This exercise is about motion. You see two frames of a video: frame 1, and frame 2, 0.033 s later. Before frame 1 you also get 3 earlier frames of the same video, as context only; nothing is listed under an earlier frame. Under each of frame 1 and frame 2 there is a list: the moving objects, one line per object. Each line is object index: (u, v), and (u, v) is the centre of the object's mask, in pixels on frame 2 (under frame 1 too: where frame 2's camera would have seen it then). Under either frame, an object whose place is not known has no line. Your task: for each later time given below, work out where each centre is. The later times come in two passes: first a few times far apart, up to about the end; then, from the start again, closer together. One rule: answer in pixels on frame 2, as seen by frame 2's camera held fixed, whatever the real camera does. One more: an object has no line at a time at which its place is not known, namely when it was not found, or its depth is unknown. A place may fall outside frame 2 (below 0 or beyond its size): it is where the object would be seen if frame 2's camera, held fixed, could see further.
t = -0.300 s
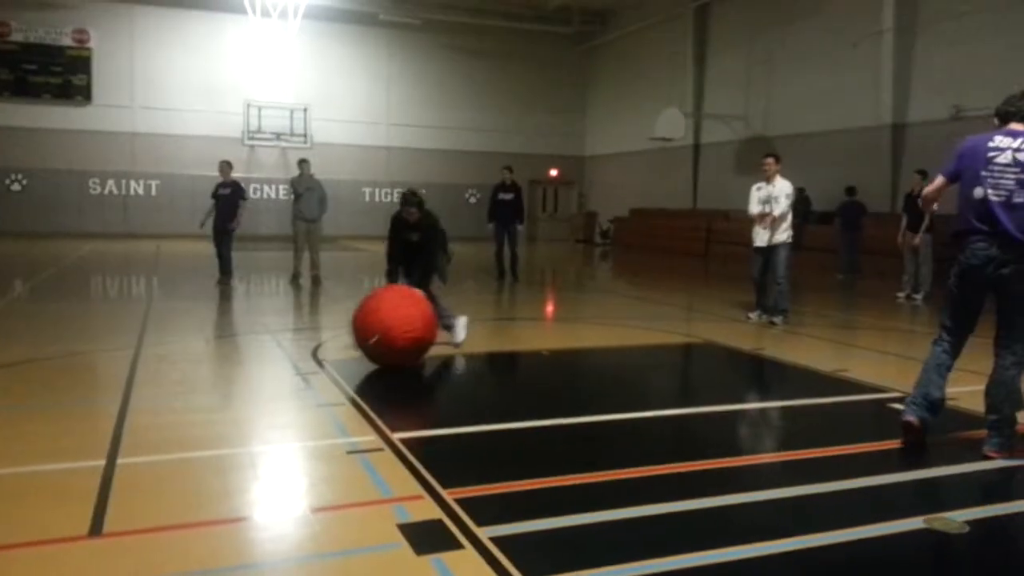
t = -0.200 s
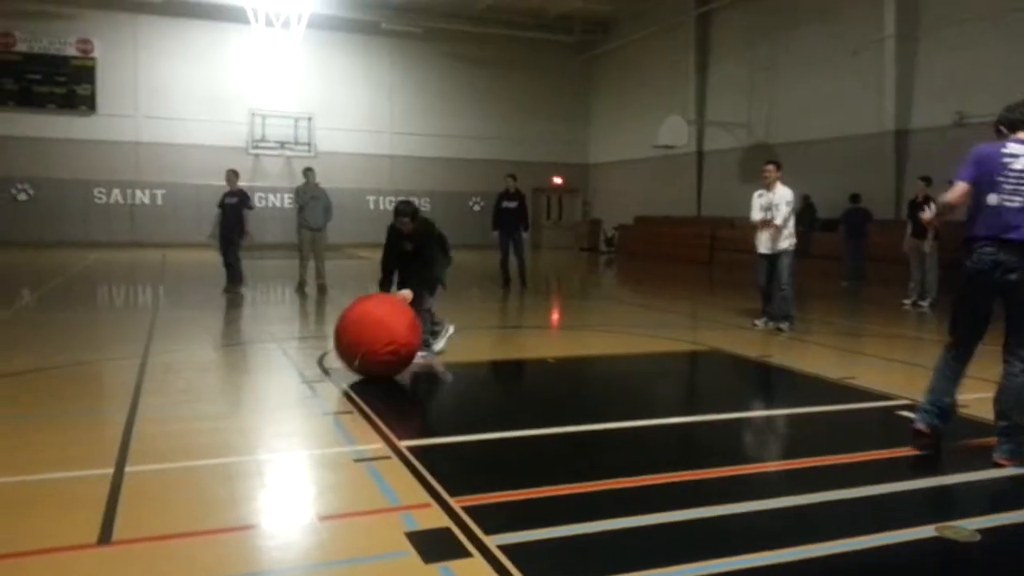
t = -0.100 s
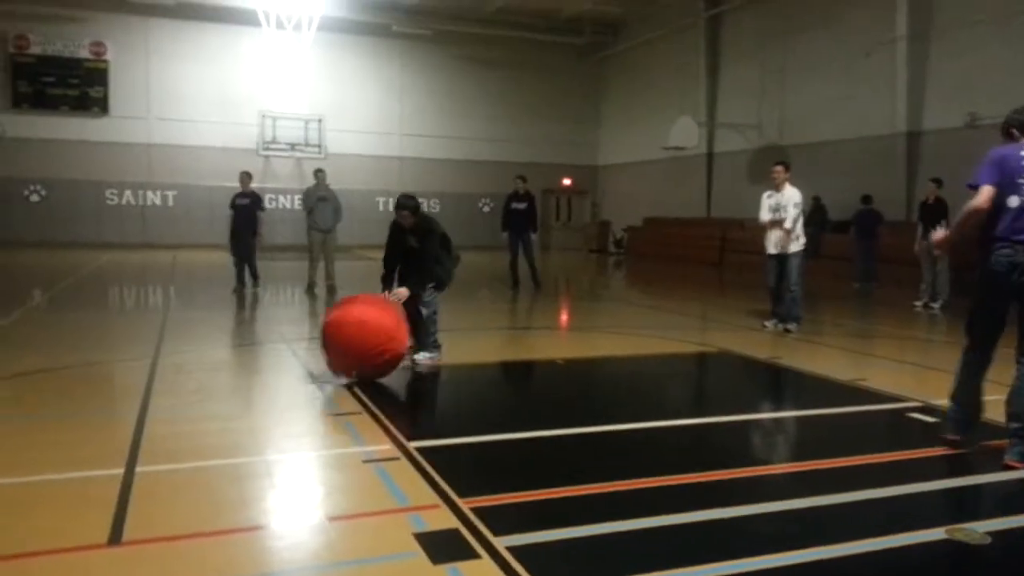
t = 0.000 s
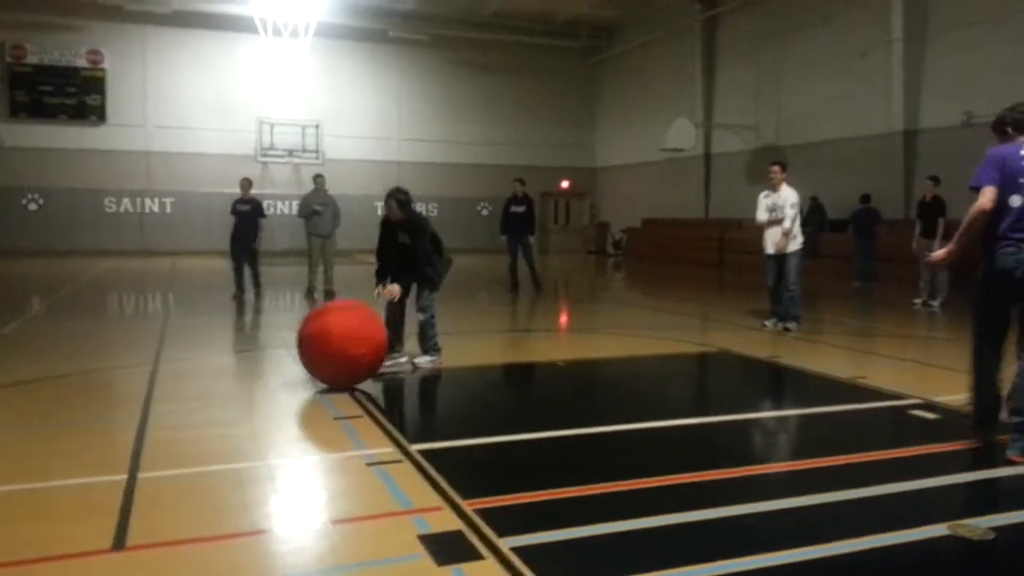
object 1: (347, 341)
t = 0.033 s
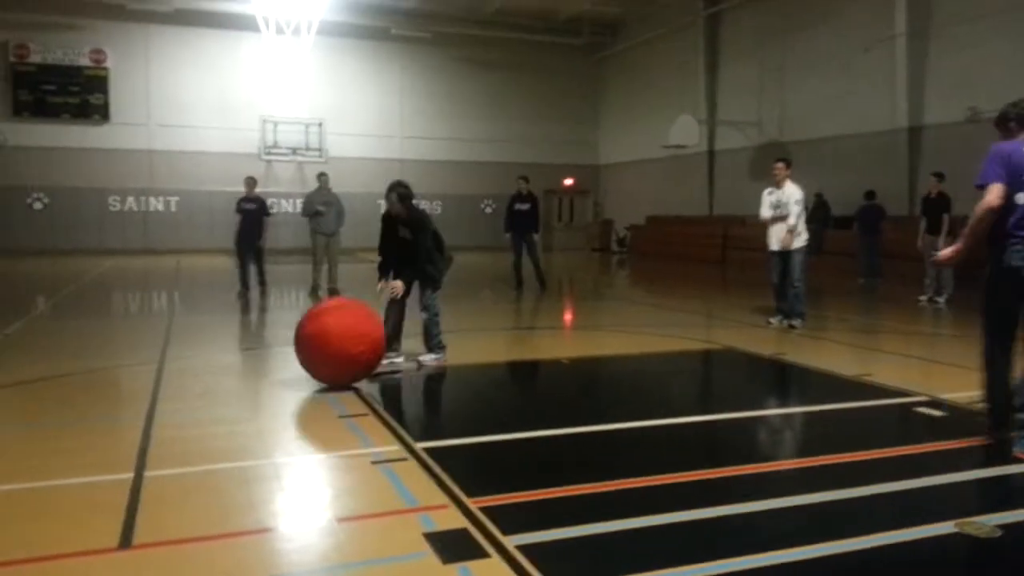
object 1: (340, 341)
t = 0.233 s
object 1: (296, 346)
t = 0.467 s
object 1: (243, 350)
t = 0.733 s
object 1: (186, 353)
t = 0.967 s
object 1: (133, 359)
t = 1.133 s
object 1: (94, 362)
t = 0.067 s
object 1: (333, 342)
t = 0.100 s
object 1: (326, 344)
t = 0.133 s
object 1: (318, 344)
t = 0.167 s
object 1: (310, 344)
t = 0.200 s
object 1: (303, 344)
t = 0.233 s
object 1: (296, 346)
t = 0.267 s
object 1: (289, 346)
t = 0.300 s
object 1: (281, 346)
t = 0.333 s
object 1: (274, 347)
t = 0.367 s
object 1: (266, 348)
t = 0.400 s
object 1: (258, 349)
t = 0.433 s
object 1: (251, 349)
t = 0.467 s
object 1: (243, 350)
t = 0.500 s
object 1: (236, 351)
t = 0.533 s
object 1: (229, 351)
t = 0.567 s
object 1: (222, 351)
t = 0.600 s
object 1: (214, 351)
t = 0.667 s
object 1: (200, 353)
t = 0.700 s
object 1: (193, 353)
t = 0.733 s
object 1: (186, 353)
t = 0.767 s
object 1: (178, 354)
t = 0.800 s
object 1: (171, 356)
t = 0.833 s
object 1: (164, 356)
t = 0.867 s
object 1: (156, 356)
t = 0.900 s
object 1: (148, 357)
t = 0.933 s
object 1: (141, 358)
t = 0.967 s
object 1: (133, 359)
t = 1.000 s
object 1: (125, 358)
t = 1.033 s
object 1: (117, 360)
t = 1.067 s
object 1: (110, 362)
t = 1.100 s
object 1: (102, 362)
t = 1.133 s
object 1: (94, 362)
